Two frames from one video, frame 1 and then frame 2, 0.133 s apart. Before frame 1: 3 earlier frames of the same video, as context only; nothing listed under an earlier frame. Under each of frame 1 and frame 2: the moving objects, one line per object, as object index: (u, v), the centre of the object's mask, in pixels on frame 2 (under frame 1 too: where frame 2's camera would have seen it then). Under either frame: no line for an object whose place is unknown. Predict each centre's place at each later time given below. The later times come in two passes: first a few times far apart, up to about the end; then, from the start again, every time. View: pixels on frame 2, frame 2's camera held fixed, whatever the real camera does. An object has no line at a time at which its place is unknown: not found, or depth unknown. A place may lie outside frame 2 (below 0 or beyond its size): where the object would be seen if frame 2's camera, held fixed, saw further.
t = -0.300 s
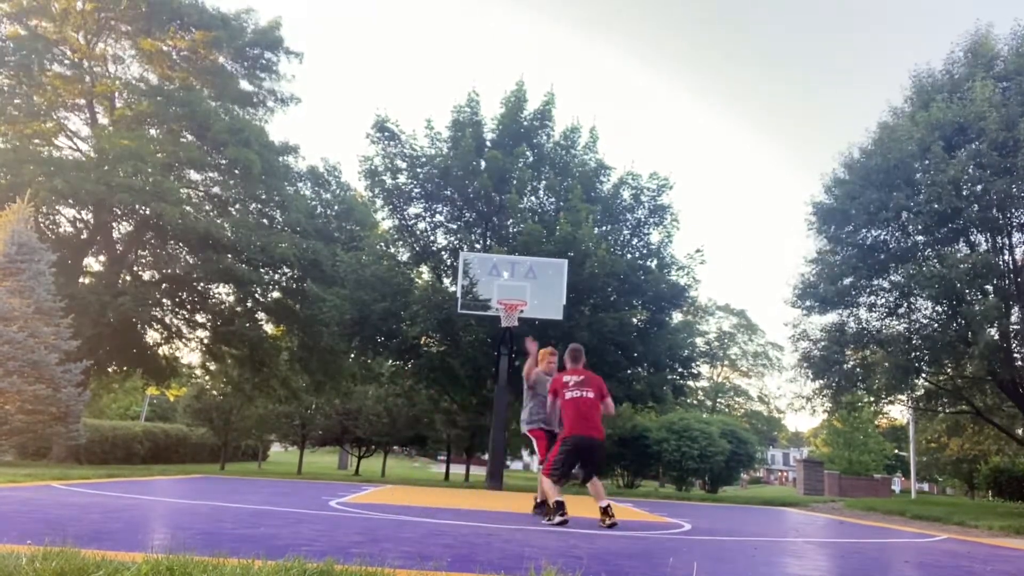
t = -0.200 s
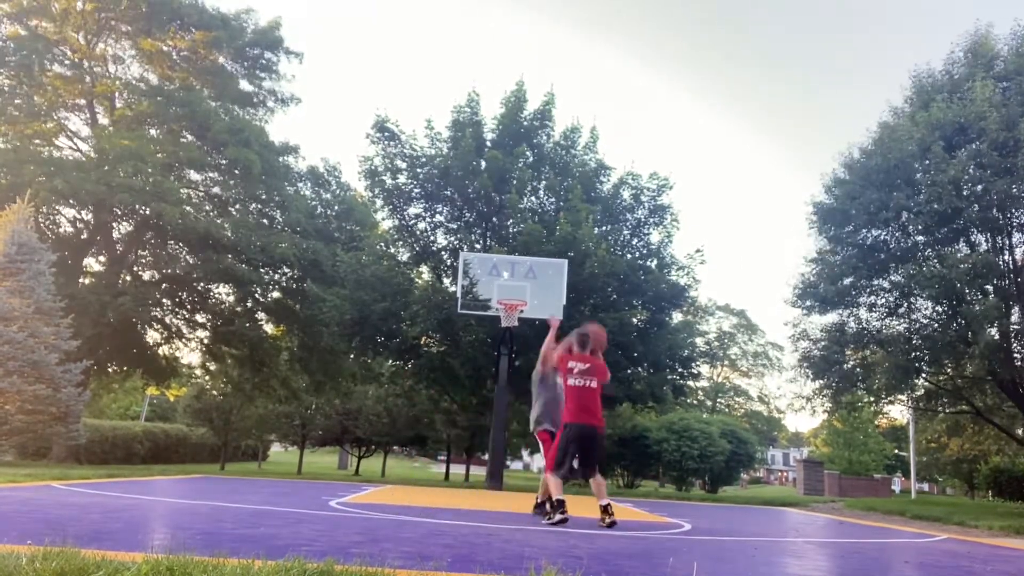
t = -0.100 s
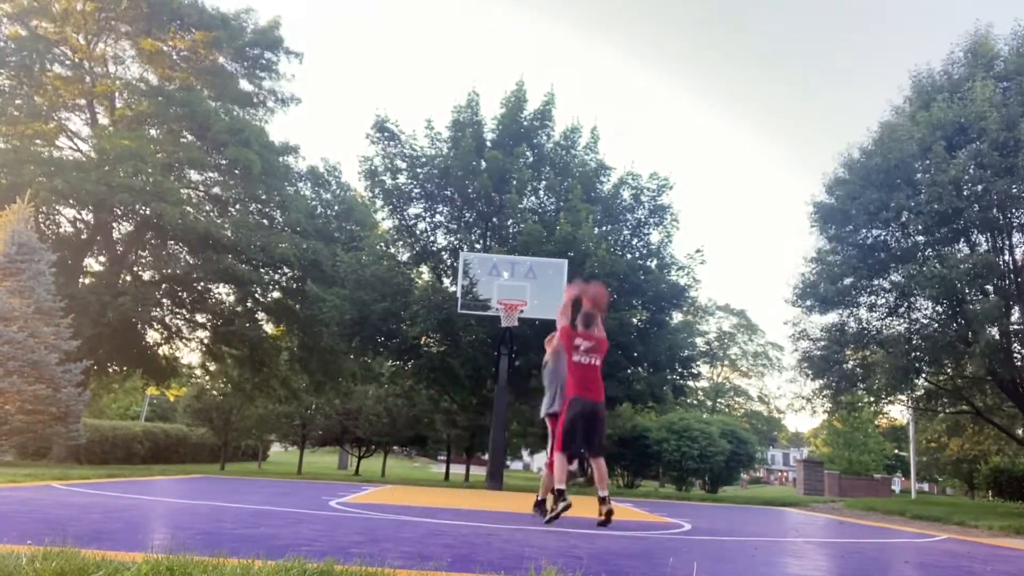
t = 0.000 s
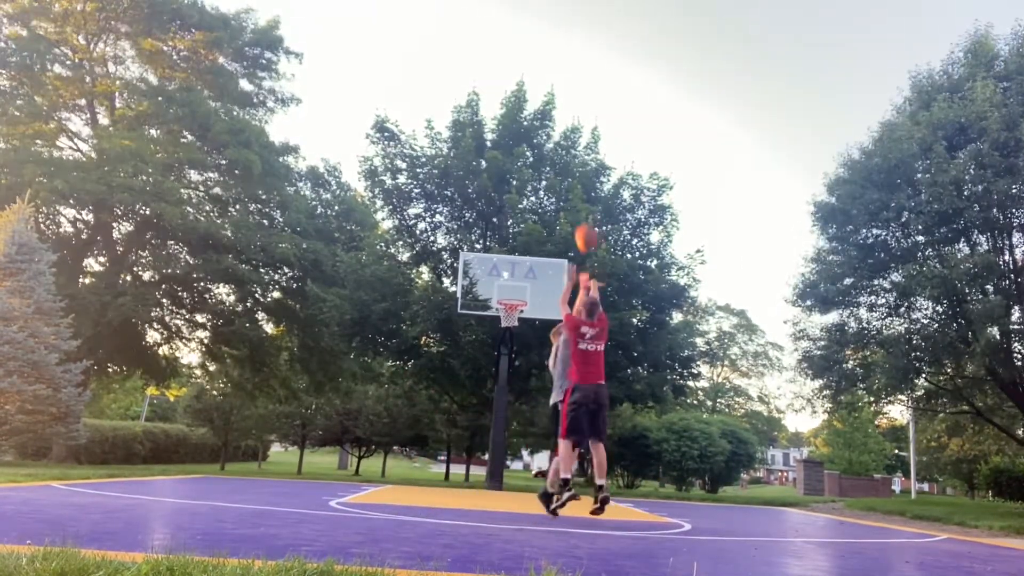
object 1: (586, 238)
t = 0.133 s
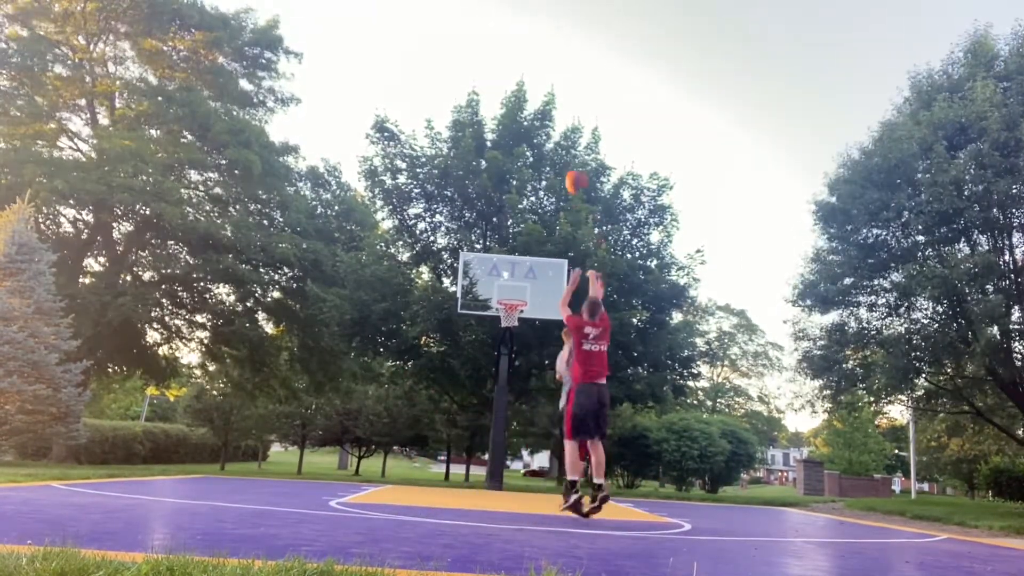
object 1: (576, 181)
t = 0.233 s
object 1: (567, 155)
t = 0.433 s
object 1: (554, 129)
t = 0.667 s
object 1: (538, 139)
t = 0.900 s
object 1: (524, 178)
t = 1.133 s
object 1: (507, 244)
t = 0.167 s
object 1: (573, 171)
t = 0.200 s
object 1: (571, 161)
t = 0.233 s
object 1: (567, 155)
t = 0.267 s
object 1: (565, 148)
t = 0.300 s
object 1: (563, 142)
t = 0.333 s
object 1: (561, 138)
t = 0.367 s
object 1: (560, 134)
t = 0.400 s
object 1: (558, 131)
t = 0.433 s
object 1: (554, 129)
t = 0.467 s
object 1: (553, 128)
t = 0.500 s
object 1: (551, 128)
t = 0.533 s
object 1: (548, 128)
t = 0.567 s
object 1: (546, 128)
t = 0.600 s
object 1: (544, 131)
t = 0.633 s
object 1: (542, 135)
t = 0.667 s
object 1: (538, 139)
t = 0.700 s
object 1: (537, 141)
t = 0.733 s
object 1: (536, 142)
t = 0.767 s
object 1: (531, 150)
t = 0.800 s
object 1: (531, 157)
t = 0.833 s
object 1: (529, 162)
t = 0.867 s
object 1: (527, 169)
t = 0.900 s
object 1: (524, 178)
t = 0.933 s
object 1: (522, 183)
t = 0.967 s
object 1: (519, 193)
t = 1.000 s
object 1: (517, 202)
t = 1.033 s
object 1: (514, 211)
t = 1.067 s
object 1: (512, 225)
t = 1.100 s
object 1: (510, 232)
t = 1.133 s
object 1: (507, 244)
